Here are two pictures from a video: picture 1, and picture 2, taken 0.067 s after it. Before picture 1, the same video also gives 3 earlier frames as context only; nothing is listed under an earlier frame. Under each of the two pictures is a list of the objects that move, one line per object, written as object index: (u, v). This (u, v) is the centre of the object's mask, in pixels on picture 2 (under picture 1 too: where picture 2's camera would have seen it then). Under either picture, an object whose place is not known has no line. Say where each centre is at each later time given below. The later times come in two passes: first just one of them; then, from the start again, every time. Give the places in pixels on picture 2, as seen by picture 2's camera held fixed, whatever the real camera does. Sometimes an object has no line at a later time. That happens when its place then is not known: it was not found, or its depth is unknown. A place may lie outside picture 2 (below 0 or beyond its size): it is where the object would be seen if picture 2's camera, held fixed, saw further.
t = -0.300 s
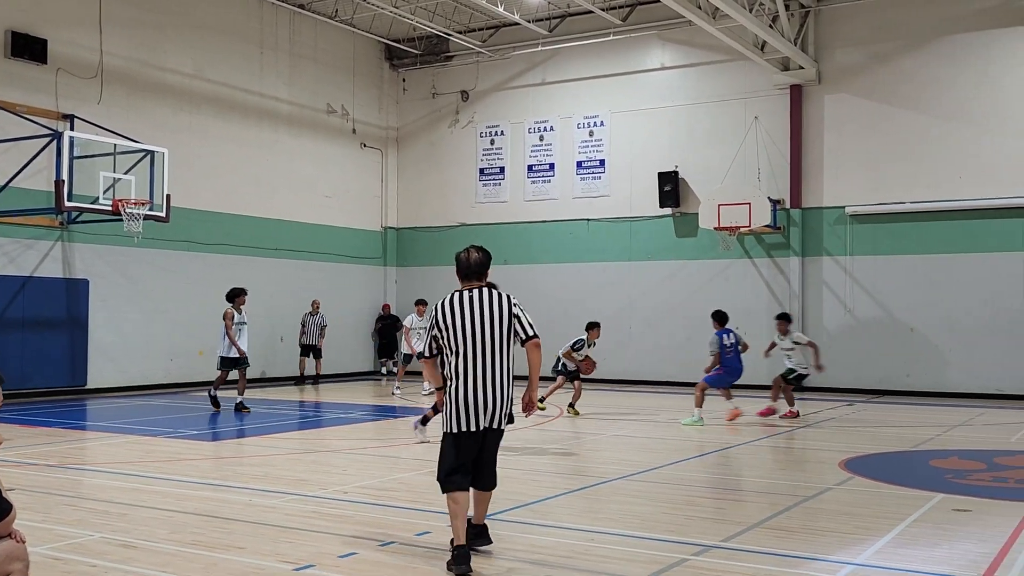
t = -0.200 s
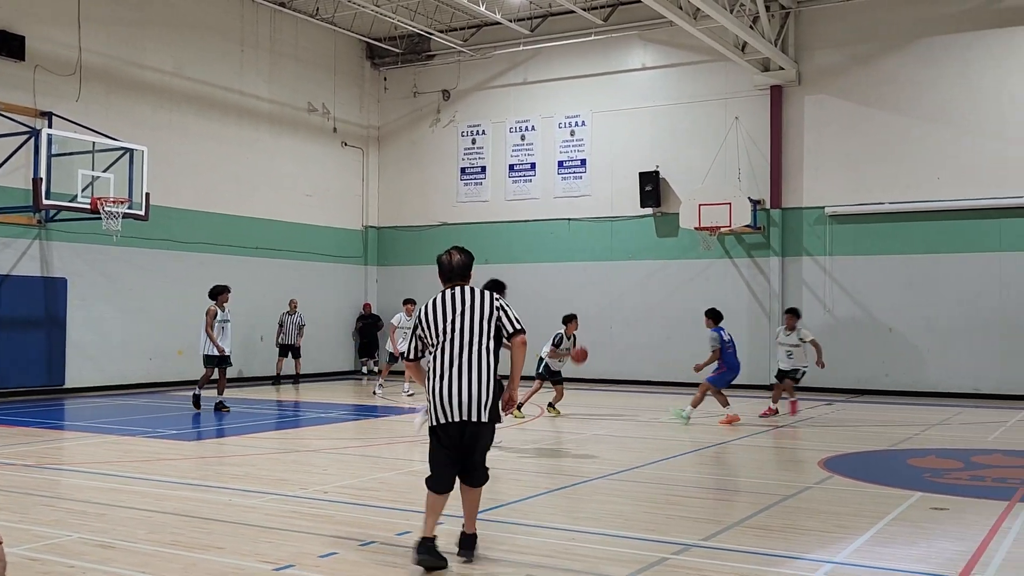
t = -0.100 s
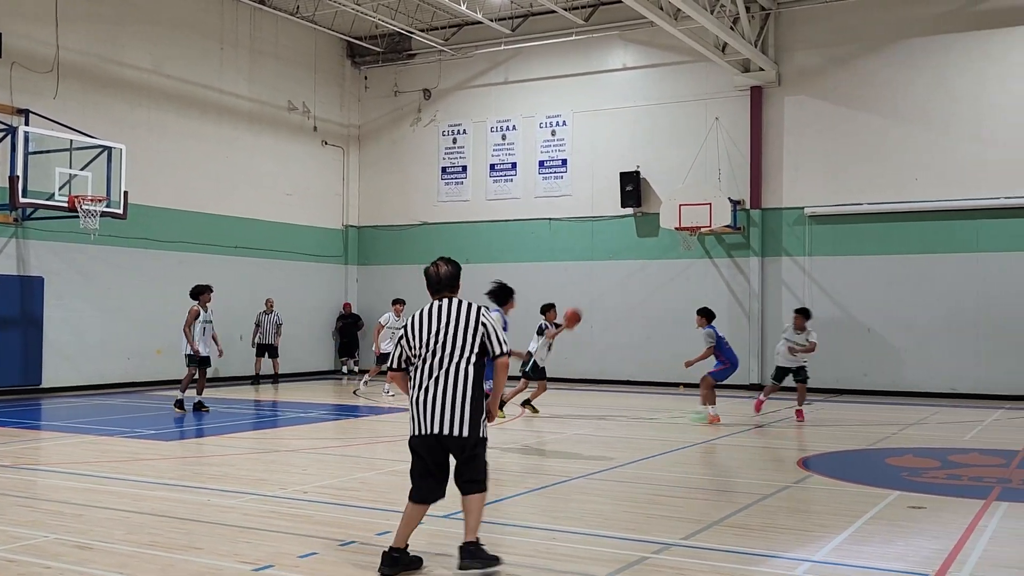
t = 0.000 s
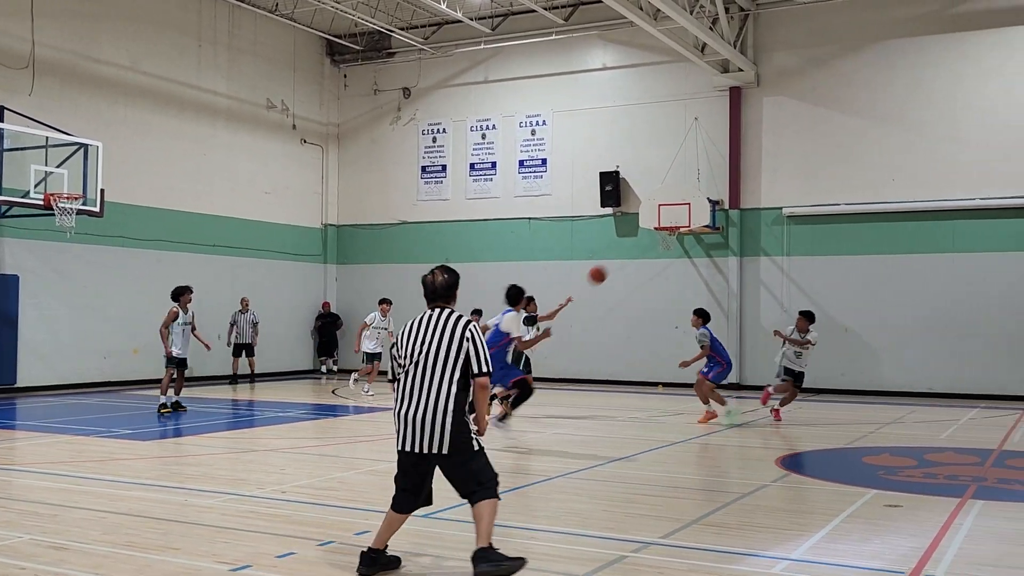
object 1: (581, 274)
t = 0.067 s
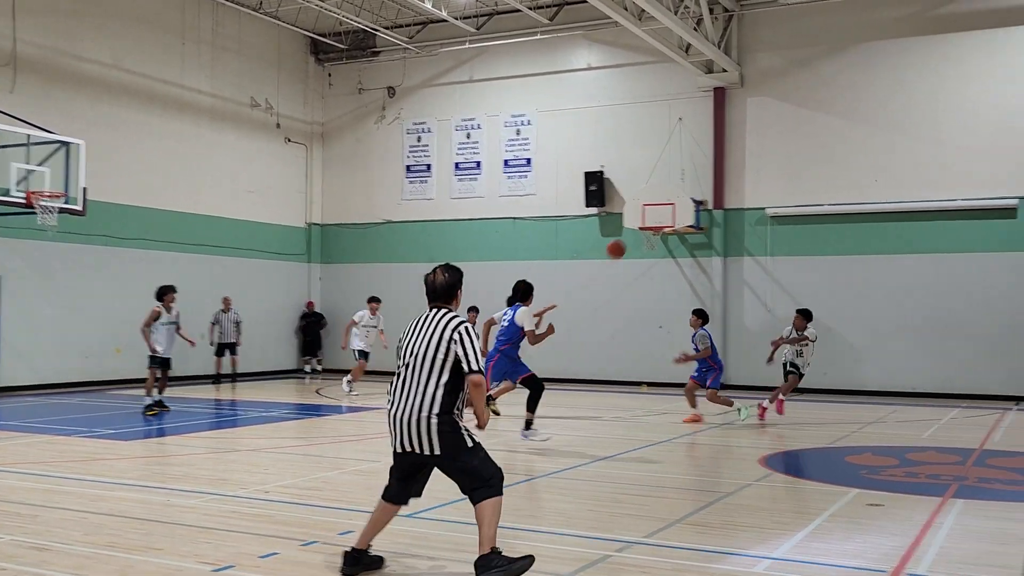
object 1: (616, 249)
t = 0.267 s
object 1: (728, 187)
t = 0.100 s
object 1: (633, 238)
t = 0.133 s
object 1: (652, 226)
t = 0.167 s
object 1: (671, 215)
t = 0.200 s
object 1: (689, 205)
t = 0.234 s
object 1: (706, 196)
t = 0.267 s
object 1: (728, 187)
